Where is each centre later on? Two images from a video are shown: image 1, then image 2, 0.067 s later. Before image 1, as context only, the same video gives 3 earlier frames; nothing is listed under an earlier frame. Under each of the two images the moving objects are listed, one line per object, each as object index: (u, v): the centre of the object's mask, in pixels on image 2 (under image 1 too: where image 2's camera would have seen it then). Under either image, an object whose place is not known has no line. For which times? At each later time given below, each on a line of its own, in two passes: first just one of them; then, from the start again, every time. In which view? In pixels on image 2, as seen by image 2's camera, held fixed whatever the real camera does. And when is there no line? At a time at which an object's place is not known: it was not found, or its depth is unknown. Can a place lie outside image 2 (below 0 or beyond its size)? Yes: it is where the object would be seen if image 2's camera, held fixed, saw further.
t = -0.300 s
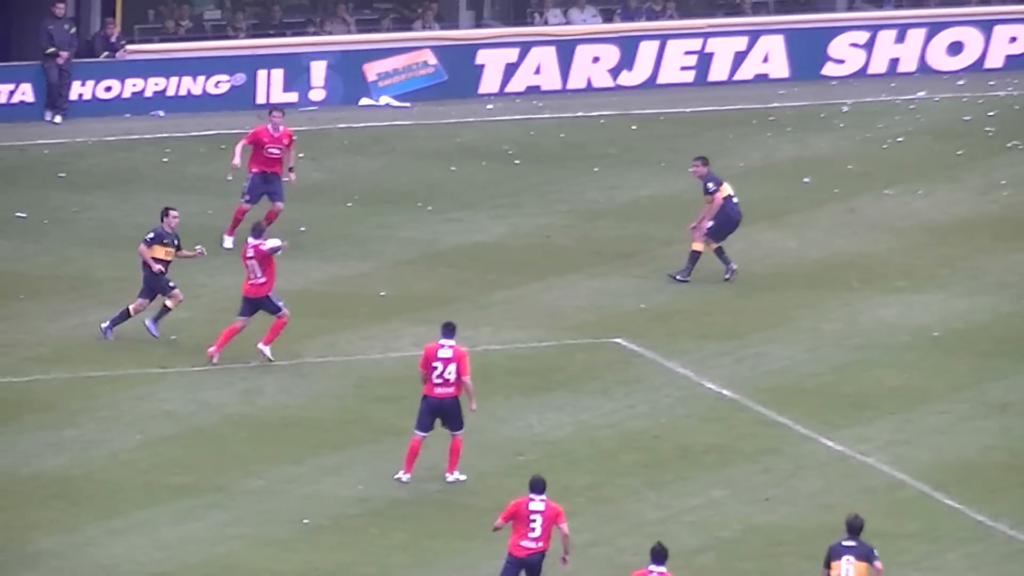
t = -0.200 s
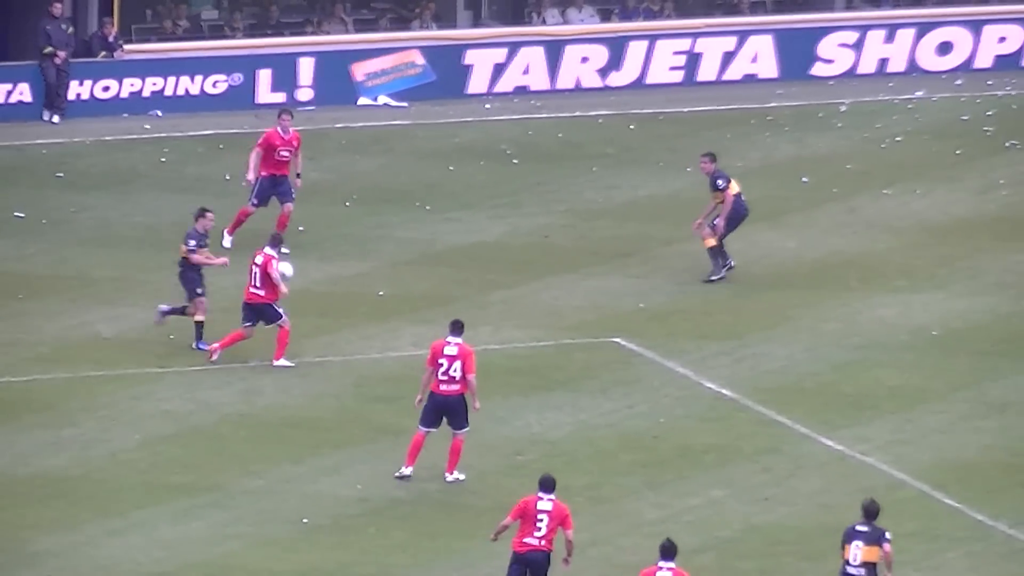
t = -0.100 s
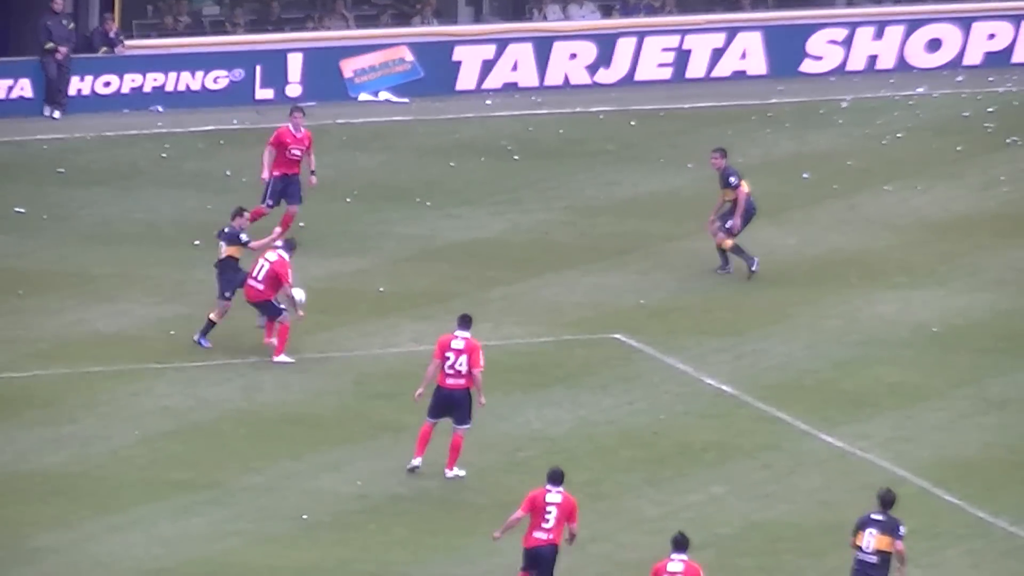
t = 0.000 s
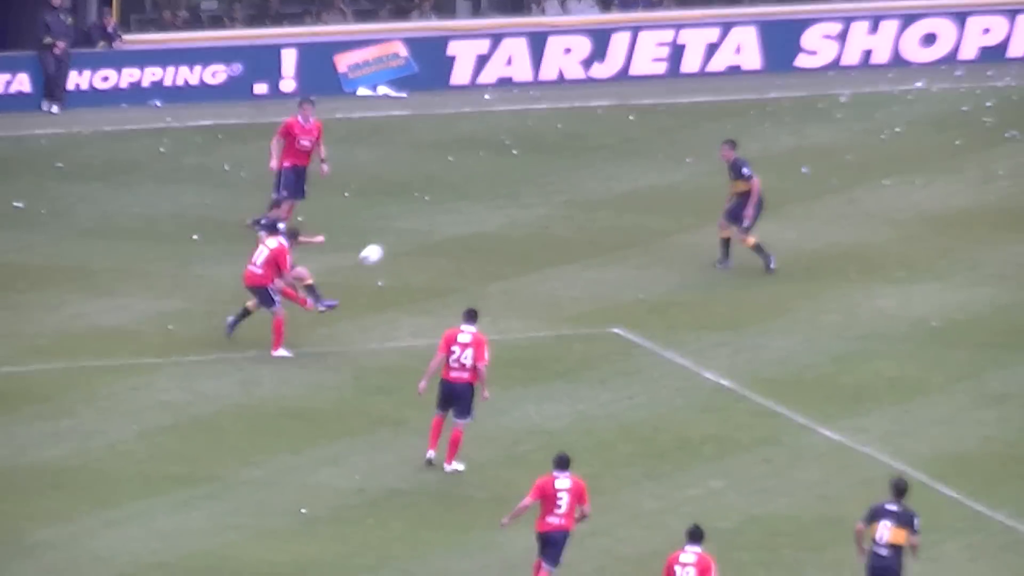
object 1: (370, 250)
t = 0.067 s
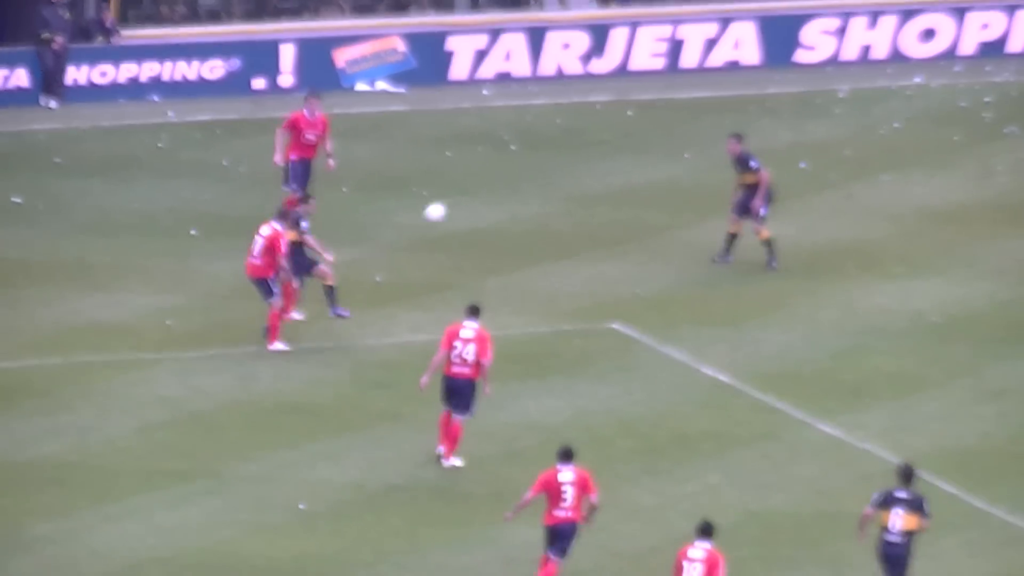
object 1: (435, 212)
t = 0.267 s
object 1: (625, 127)
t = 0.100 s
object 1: (467, 194)
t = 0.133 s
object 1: (499, 179)
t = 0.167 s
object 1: (531, 165)
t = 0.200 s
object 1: (562, 151)
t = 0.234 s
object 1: (594, 138)
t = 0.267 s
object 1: (625, 127)
